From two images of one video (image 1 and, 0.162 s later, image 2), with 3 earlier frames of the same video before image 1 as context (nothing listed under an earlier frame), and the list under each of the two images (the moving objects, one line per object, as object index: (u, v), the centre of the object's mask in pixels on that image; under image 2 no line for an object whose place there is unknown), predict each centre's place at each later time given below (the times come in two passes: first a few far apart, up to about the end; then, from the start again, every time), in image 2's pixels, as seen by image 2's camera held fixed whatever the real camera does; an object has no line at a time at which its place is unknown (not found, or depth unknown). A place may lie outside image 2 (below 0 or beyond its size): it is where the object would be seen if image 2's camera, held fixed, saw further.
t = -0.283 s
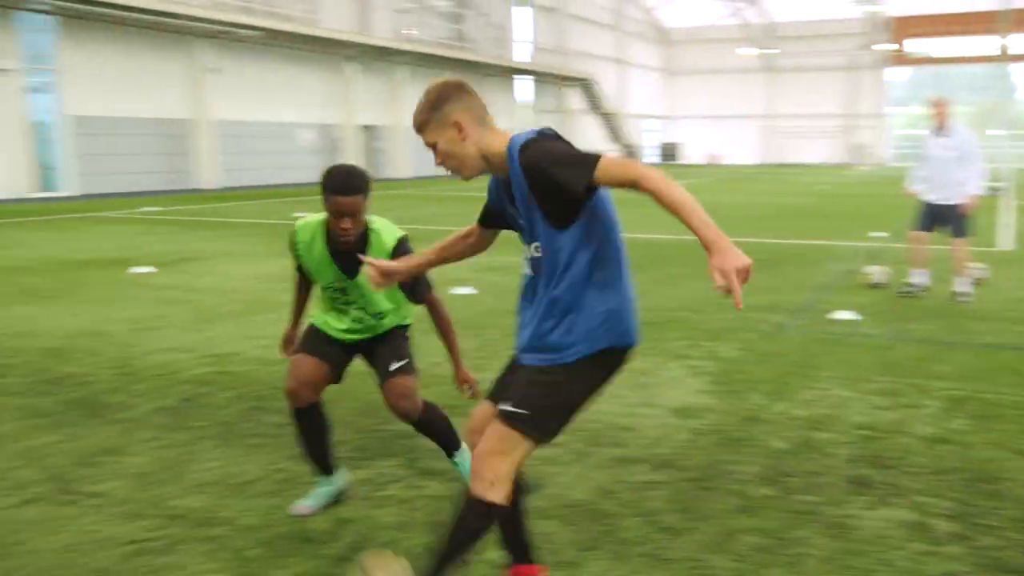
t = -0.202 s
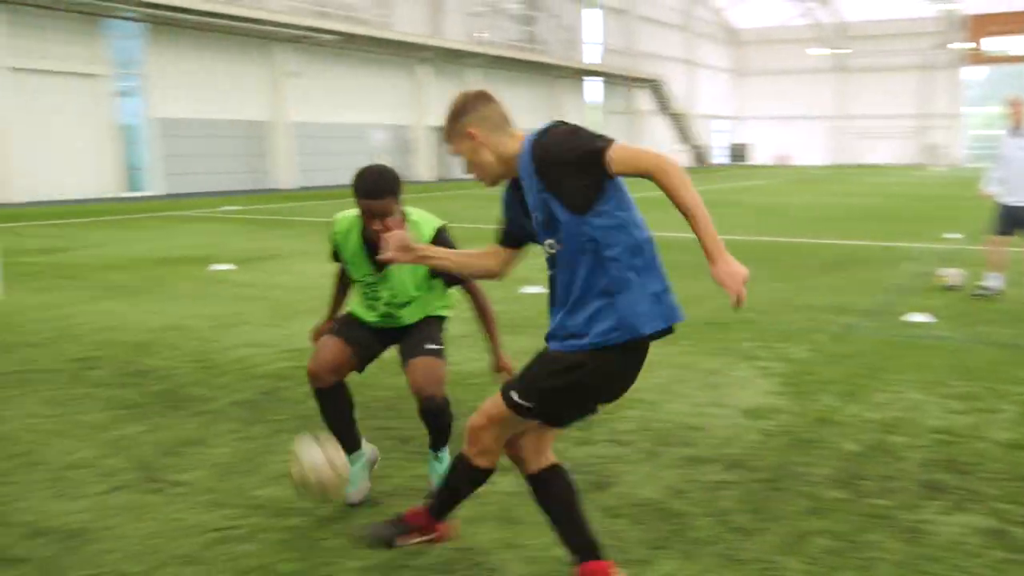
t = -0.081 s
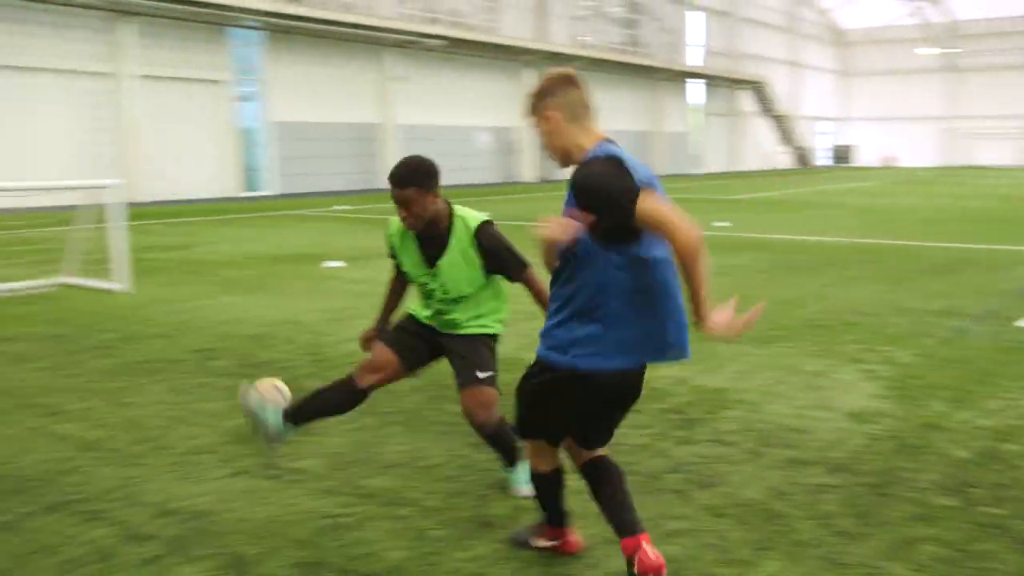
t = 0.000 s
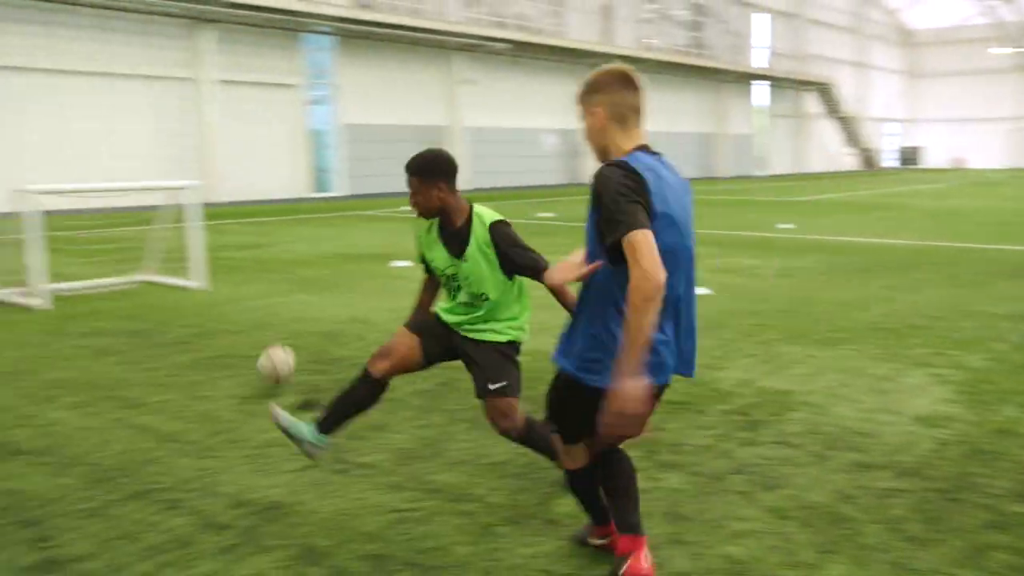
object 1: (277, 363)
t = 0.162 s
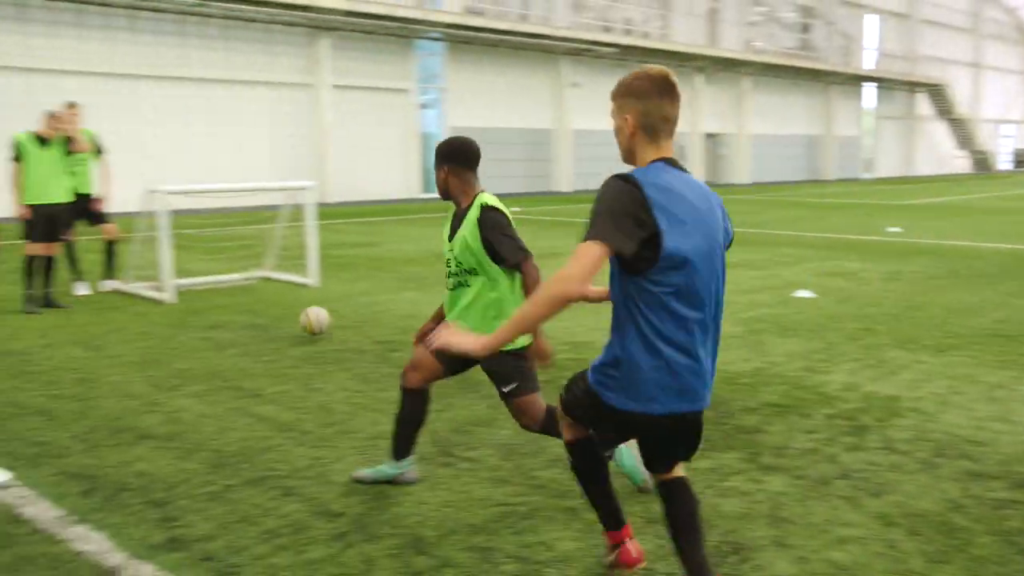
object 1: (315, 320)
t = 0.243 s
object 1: (292, 307)
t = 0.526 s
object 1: (233, 273)
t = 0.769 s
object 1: (213, 217)
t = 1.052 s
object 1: (203, 215)
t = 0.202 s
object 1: (302, 318)
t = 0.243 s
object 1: (292, 307)
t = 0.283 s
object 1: (281, 298)
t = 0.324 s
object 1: (271, 292)
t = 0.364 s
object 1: (262, 288)
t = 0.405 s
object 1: (254, 286)
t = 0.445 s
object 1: (247, 285)
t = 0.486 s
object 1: (239, 277)
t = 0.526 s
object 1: (233, 273)
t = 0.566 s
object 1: (227, 269)
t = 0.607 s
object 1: (224, 258)
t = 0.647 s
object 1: (219, 245)
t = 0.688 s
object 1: (216, 234)
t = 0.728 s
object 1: (215, 224)
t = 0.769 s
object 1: (213, 217)
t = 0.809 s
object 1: (211, 213)
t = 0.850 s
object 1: (207, 209)
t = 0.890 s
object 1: (207, 207)
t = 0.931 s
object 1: (205, 206)
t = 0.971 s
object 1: (203, 208)
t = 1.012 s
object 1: (202, 210)
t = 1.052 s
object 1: (203, 215)
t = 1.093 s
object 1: (202, 221)
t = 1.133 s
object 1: (202, 230)
